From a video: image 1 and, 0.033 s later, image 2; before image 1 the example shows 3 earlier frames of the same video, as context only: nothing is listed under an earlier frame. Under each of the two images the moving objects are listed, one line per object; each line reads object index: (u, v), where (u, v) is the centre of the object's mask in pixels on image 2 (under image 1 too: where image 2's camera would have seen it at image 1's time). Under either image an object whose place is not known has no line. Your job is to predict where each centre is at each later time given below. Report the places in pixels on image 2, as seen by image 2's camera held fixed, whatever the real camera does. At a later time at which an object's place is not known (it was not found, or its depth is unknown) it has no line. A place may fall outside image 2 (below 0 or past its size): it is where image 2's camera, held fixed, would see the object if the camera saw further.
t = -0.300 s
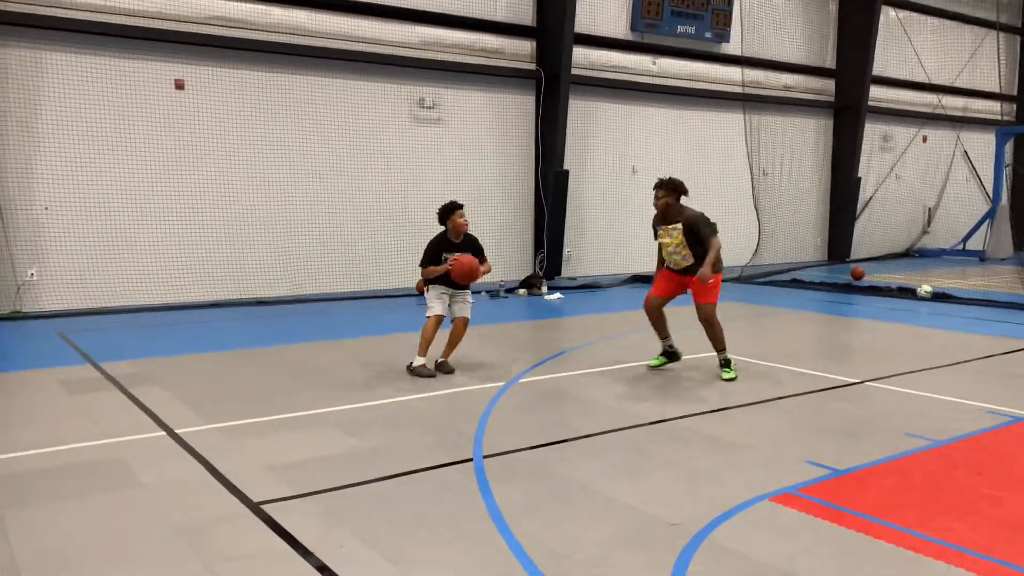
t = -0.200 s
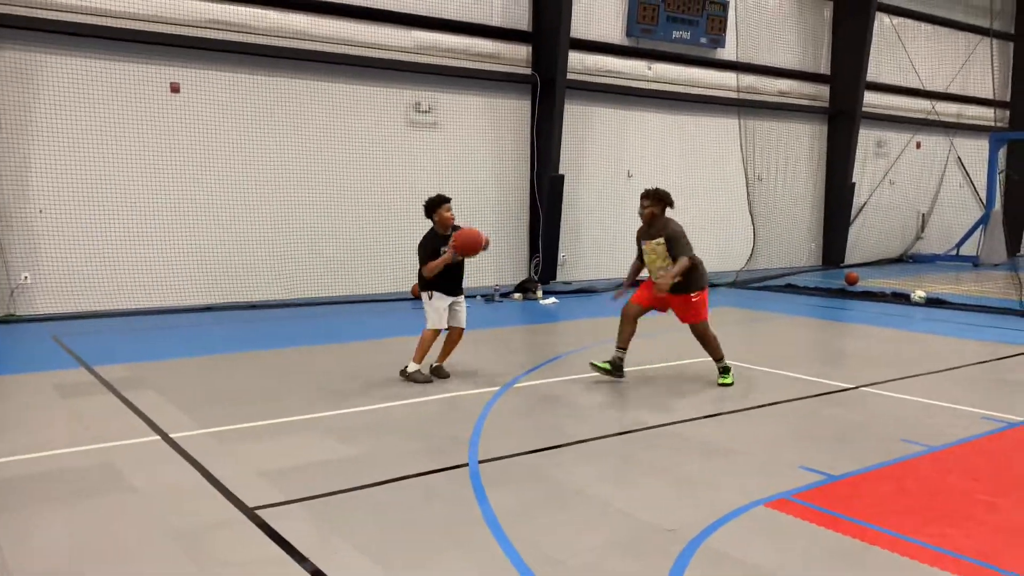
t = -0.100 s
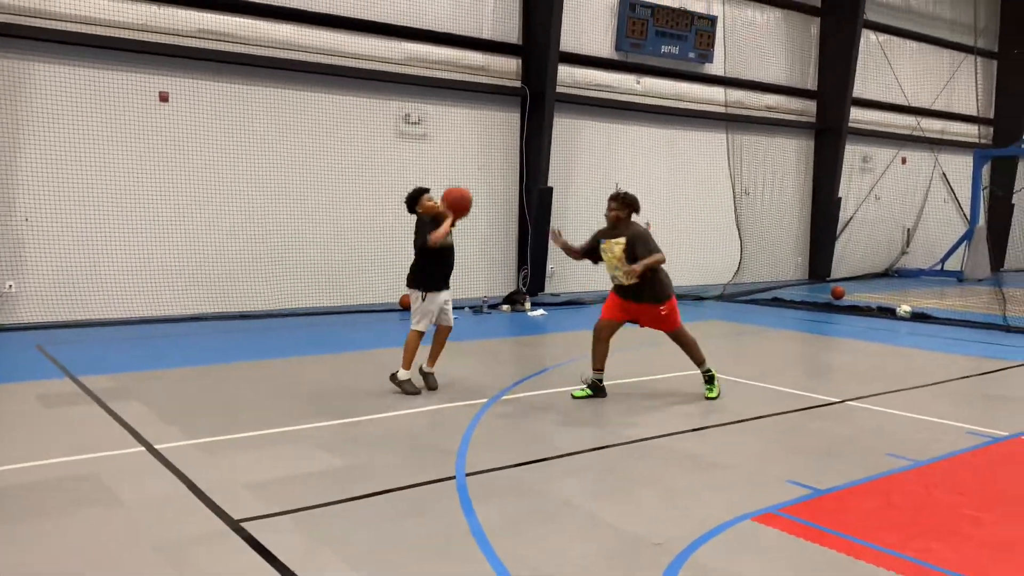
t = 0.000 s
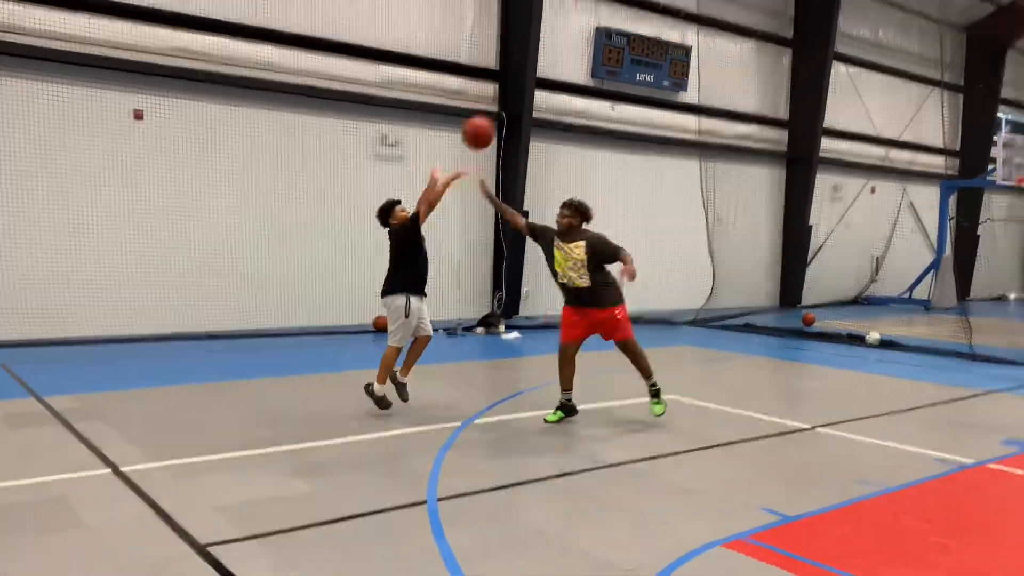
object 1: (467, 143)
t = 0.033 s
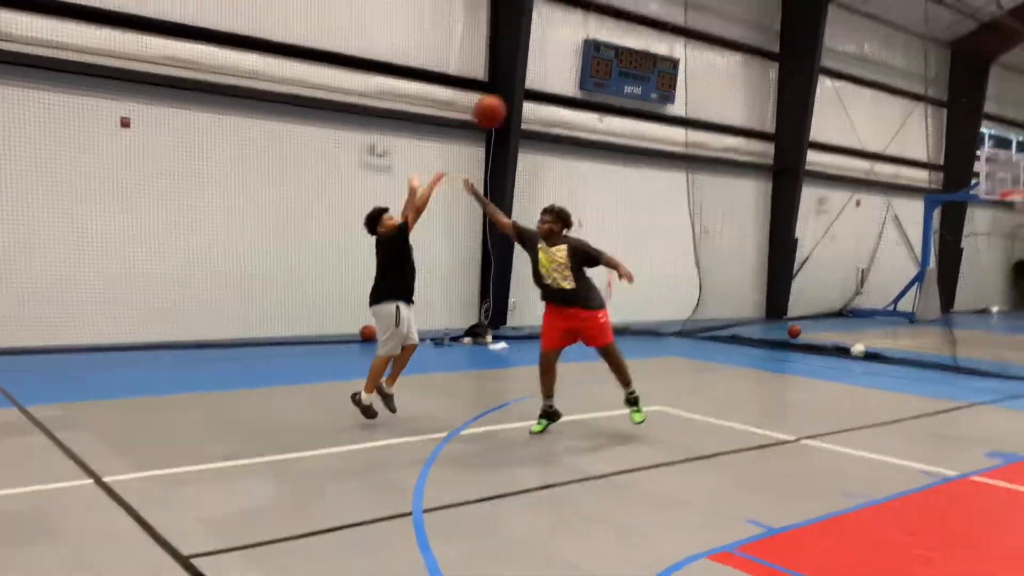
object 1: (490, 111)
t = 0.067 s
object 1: (511, 82)
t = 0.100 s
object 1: (533, 52)
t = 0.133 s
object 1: (556, 24)
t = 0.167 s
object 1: (580, -2)
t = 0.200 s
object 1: (602, -27)
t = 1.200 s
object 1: (1146, 76)
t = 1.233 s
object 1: (1167, 106)
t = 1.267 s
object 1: (1188, 142)
